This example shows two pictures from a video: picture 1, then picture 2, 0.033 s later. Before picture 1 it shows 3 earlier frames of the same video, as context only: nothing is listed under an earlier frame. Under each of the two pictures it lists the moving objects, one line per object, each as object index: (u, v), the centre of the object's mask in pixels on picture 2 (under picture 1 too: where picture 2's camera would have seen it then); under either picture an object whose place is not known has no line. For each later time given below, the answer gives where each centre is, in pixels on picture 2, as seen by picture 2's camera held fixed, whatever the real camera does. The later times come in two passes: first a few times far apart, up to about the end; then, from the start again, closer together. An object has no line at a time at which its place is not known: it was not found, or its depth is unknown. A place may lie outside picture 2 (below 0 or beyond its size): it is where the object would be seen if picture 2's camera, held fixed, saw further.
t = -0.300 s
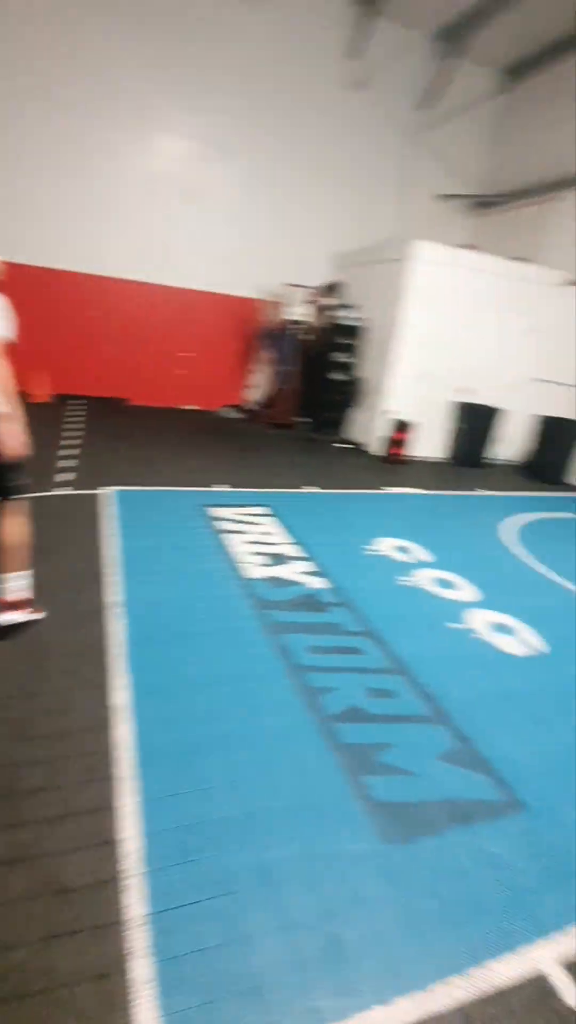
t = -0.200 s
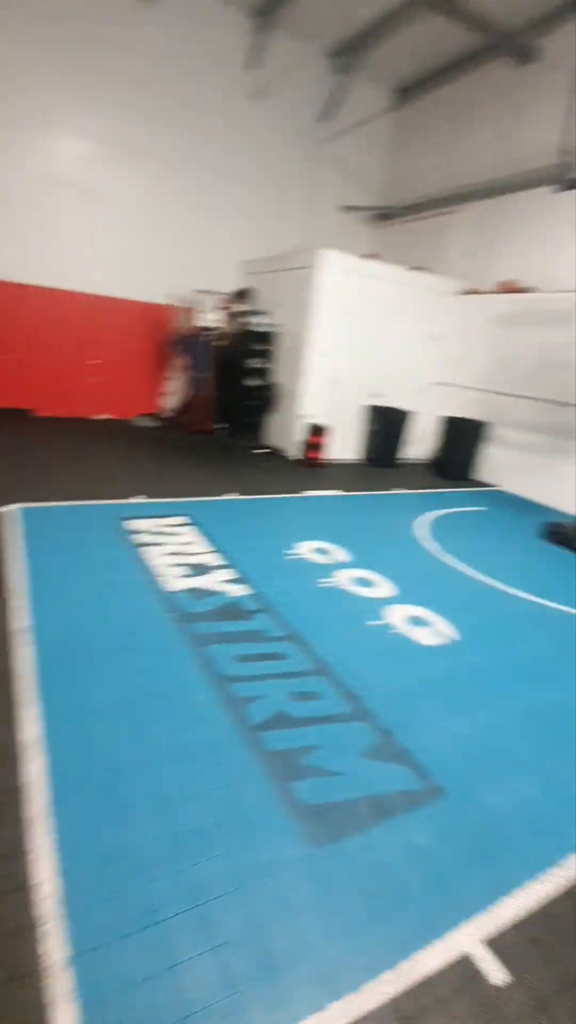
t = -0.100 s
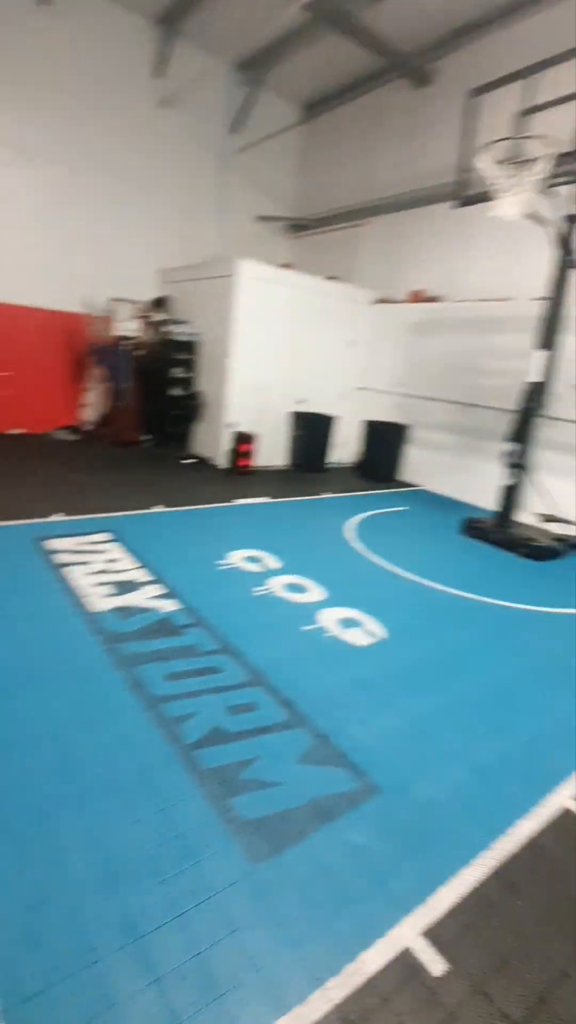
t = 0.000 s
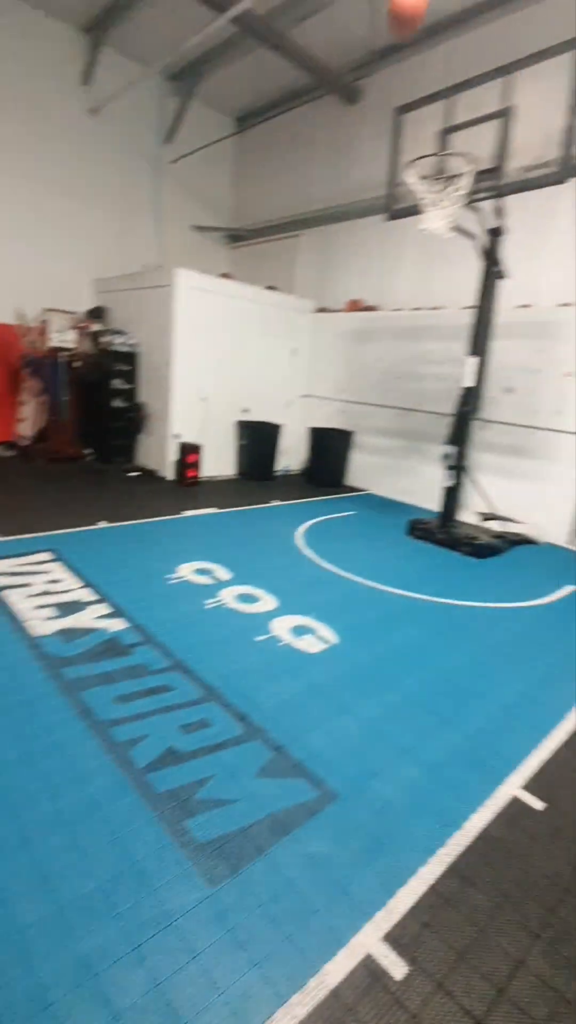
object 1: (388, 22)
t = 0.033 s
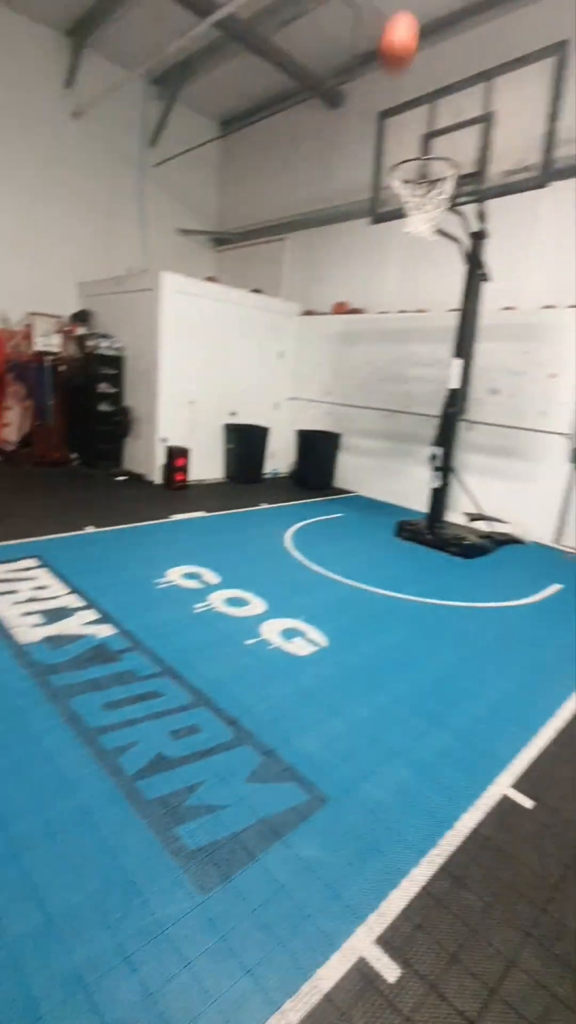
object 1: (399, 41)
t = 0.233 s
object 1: (433, 203)
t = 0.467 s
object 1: (432, 272)
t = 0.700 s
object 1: (422, 379)
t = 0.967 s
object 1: (400, 498)
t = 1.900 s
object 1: (263, 479)
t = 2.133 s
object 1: (272, 453)
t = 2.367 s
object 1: (278, 464)
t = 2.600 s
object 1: (283, 478)
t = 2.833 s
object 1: (291, 476)
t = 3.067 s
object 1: (297, 489)
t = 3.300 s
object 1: (305, 495)
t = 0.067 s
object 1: (406, 74)
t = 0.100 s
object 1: (414, 106)
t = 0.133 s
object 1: (420, 138)
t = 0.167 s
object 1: (424, 167)
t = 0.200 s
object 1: (431, 186)
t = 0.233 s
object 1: (433, 203)
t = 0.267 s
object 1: (433, 216)
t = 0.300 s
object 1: (435, 223)
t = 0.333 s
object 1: (435, 231)
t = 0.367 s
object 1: (434, 240)
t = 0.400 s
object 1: (433, 249)
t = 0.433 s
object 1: (433, 260)
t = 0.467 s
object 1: (432, 272)
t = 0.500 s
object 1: (431, 286)
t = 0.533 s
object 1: (430, 300)
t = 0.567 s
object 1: (428, 314)
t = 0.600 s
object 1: (427, 329)
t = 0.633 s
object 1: (425, 345)
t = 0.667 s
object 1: (424, 362)
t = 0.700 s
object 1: (422, 379)
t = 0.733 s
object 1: (420, 397)
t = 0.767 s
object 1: (418, 414)
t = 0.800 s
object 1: (416, 433)
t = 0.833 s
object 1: (414, 452)
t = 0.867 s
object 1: (411, 472)
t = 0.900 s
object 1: (409, 491)
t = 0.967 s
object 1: (400, 498)
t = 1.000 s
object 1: (393, 484)
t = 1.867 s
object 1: (263, 475)
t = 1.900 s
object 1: (263, 479)
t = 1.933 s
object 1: (264, 473)
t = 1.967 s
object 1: (266, 467)
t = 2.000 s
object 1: (268, 463)
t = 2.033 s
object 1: (269, 459)
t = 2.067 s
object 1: (270, 456)
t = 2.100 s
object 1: (271, 454)
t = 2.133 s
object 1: (272, 453)
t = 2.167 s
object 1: (273, 452)
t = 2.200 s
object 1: (274, 452)
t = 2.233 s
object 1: (275, 453)
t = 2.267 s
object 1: (276, 454)
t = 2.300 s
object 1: (277, 457)
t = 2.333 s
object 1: (277, 460)
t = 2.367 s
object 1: (278, 464)
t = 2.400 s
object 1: (279, 469)
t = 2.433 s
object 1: (279, 475)
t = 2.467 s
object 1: (279, 482)
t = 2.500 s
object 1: (279, 488)
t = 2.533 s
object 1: (281, 485)
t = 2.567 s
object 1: (282, 481)
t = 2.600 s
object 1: (283, 478)
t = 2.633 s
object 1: (285, 475)
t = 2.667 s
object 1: (286, 473)
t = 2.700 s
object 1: (287, 472)
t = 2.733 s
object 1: (288, 472)
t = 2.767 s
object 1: (289, 472)
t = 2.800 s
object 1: (290, 473)
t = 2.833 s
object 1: (291, 476)
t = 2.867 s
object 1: (292, 479)
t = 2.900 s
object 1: (292, 482)
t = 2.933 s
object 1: (293, 488)
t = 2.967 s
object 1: (294, 495)
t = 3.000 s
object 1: (294, 496)
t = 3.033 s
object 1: (296, 492)
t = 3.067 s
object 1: (297, 489)
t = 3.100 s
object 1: (299, 488)
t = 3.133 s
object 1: (300, 486)
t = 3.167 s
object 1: (301, 486)
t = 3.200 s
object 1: (302, 487)
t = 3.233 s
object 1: (303, 488)
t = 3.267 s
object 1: (304, 491)
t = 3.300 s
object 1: (305, 495)
